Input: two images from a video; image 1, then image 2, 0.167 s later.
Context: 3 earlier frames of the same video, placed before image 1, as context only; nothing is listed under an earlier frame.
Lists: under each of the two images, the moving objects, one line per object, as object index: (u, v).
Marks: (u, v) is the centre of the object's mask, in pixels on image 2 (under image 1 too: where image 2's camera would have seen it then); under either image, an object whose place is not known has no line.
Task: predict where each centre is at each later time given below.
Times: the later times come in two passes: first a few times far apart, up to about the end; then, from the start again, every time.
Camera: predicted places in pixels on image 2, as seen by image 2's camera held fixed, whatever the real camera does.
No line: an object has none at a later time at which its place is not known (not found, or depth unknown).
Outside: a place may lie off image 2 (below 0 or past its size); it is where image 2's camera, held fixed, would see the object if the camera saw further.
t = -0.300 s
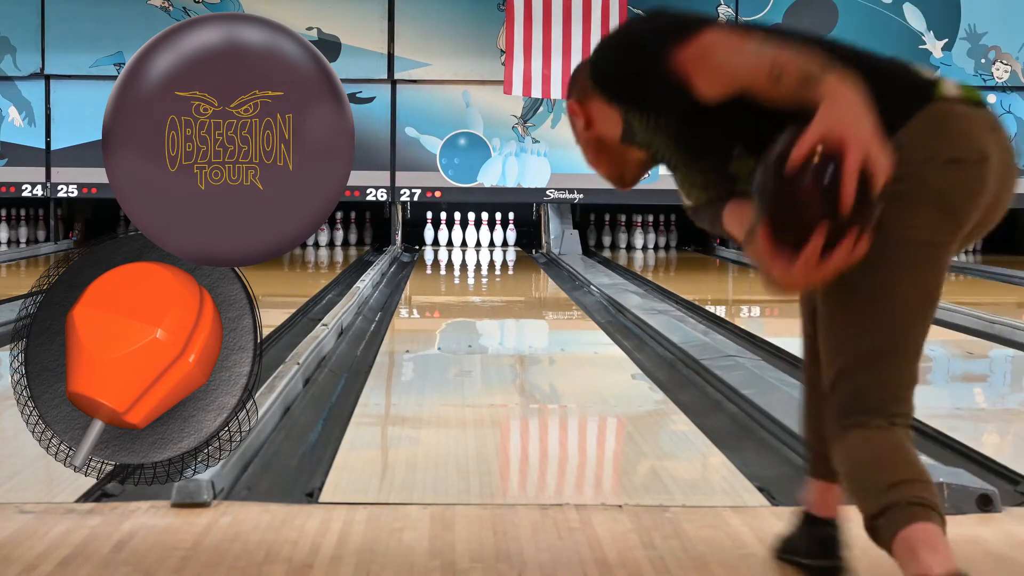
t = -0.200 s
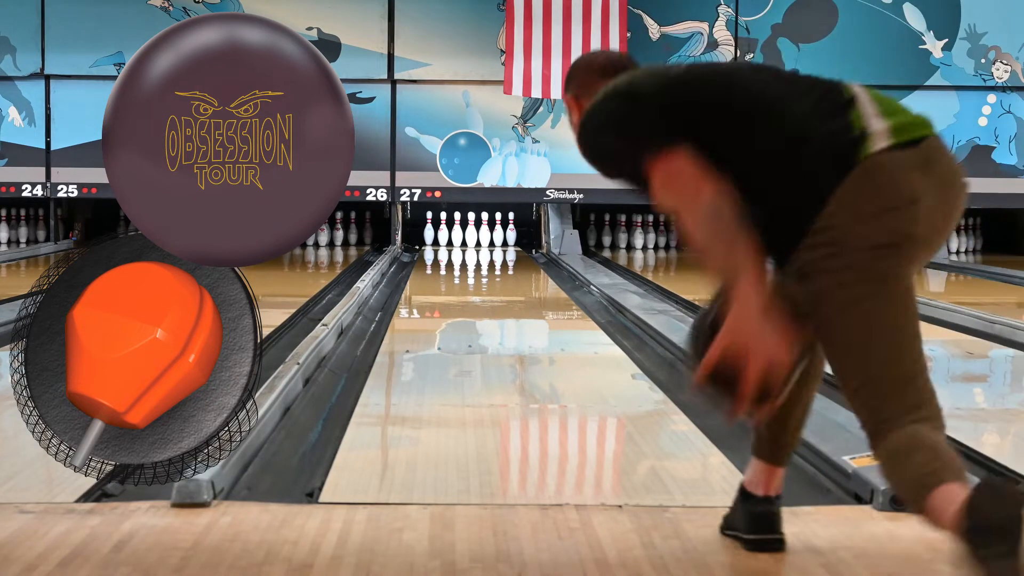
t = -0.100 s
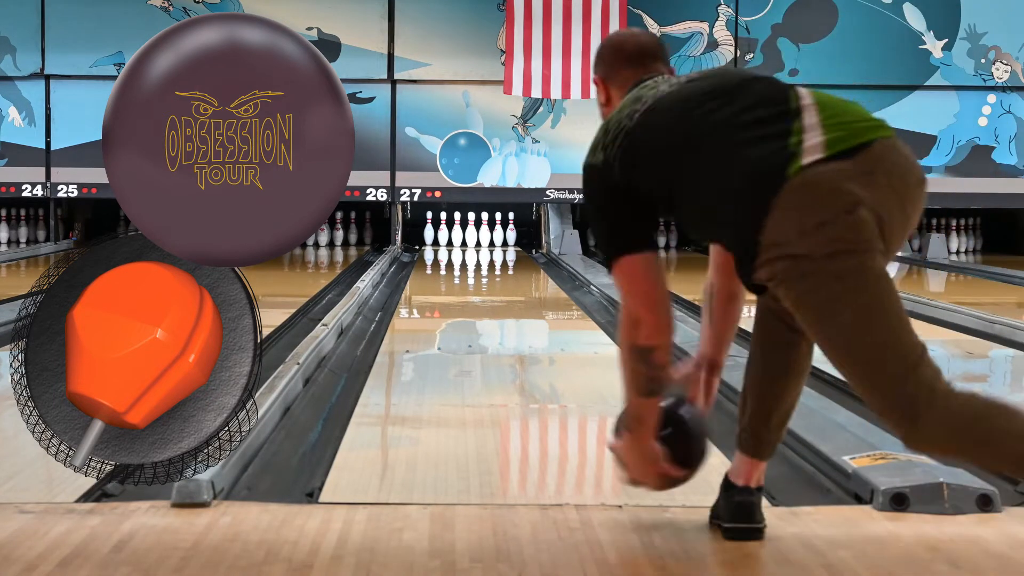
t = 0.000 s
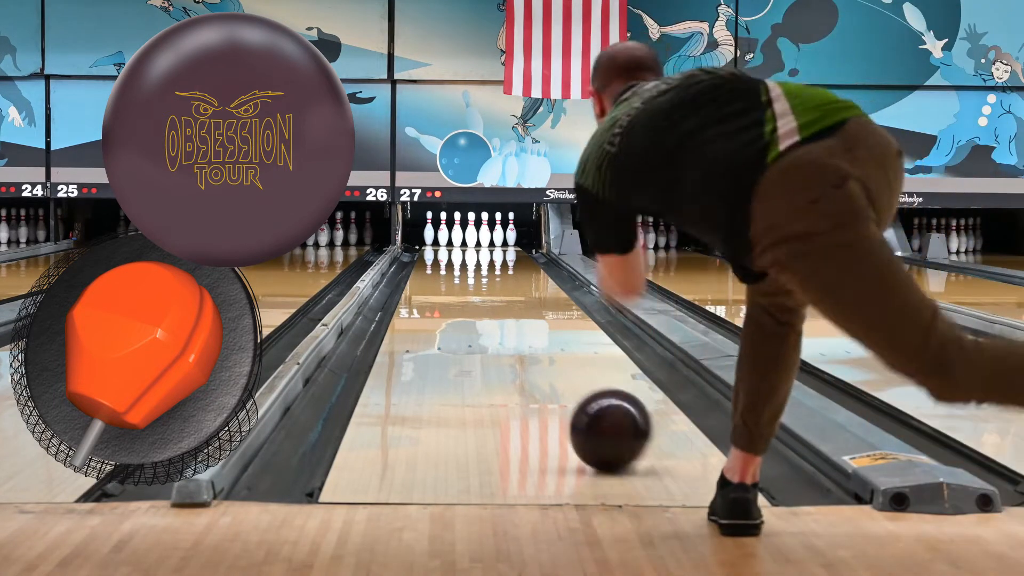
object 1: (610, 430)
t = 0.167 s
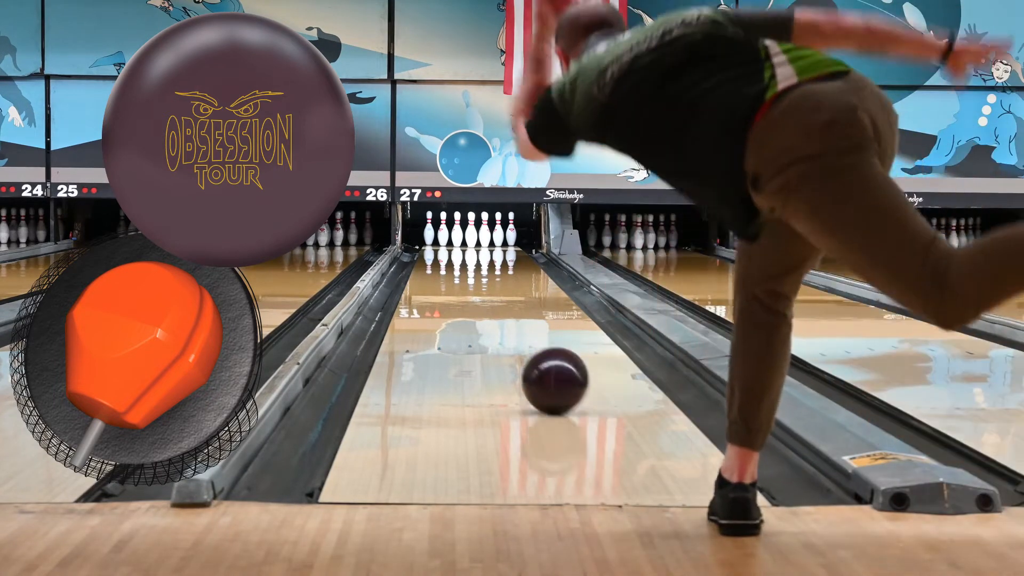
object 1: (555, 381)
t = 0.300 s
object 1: (525, 353)
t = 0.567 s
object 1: (484, 315)
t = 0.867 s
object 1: (457, 288)
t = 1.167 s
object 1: (440, 271)
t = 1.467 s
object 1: (431, 258)
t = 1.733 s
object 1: (432, 249)
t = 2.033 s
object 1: (450, 242)
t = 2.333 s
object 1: (466, 238)
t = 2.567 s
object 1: (481, 237)
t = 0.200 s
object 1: (546, 373)
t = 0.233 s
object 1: (539, 365)
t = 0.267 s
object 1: (531, 359)
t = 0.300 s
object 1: (525, 353)
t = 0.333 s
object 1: (518, 347)
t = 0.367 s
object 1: (512, 342)
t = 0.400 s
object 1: (507, 337)
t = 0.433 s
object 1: (502, 331)
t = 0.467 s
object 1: (497, 326)
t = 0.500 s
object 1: (492, 322)
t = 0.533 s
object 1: (488, 318)
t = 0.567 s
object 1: (484, 315)
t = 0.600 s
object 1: (480, 311)
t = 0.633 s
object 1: (477, 307)
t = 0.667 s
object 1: (474, 304)
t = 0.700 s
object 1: (470, 301)
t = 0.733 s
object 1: (467, 298)
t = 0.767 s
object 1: (465, 296)
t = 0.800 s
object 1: (462, 293)
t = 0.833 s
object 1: (459, 291)
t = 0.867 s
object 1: (457, 288)
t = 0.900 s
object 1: (454, 286)
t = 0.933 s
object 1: (452, 284)
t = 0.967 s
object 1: (450, 282)
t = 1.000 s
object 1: (448, 279)
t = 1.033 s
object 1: (447, 278)
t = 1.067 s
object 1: (445, 276)
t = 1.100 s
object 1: (443, 274)
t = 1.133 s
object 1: (441, 272)
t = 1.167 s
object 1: (440, 271)
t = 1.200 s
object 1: (438, 269)
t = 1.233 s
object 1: (437, 267)
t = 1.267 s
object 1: (436, 266)
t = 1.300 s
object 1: (435, 264)
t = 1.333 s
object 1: (434, 263)
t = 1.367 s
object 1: (433, 261)
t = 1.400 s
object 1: (432, 260)
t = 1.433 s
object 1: (432, 259)
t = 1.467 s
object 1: (431, 258)
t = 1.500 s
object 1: (431, 256)
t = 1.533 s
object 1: (431, 255)
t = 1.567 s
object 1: (431, 254)
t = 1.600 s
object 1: (430, 253)
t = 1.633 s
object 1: (431, 252)
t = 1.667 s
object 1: (431, 251)
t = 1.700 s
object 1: (432, 250)
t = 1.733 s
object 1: (432, 249)
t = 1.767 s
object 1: (434, 248)
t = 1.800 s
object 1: (435, 247)
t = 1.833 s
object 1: (437, 247)
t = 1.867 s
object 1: (439, 246)
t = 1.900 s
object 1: (441, 245)
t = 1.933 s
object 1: (443, 244)
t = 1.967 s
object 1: (445, 243)
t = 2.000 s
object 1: (448, 243)
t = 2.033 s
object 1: (450, 242)
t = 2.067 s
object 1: (452, 241)
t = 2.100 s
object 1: (454, 241)
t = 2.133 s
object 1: (457, 240)
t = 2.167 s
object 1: (459, 240)
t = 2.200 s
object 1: (461, 239)
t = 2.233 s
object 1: (462, 239)
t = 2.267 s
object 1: (465, 239)
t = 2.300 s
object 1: (466, 238)
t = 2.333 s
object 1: (466, 238)
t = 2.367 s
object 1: (468, 238)
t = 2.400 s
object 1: (470, 237)
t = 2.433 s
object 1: (473, 237)
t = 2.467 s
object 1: (475, 237)
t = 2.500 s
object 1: (477, 237)
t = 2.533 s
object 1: (479, 236)
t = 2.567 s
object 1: (481, 237)
